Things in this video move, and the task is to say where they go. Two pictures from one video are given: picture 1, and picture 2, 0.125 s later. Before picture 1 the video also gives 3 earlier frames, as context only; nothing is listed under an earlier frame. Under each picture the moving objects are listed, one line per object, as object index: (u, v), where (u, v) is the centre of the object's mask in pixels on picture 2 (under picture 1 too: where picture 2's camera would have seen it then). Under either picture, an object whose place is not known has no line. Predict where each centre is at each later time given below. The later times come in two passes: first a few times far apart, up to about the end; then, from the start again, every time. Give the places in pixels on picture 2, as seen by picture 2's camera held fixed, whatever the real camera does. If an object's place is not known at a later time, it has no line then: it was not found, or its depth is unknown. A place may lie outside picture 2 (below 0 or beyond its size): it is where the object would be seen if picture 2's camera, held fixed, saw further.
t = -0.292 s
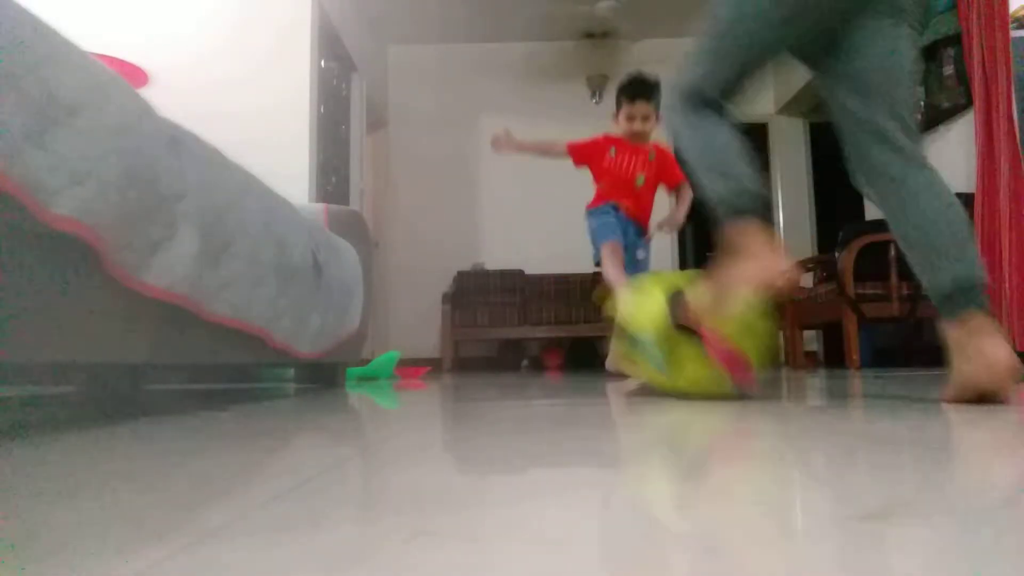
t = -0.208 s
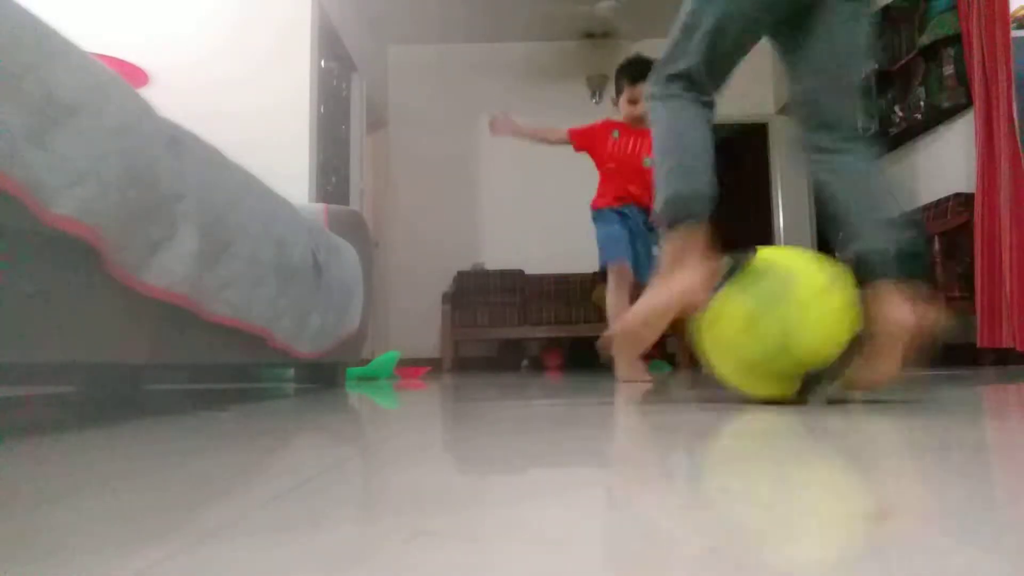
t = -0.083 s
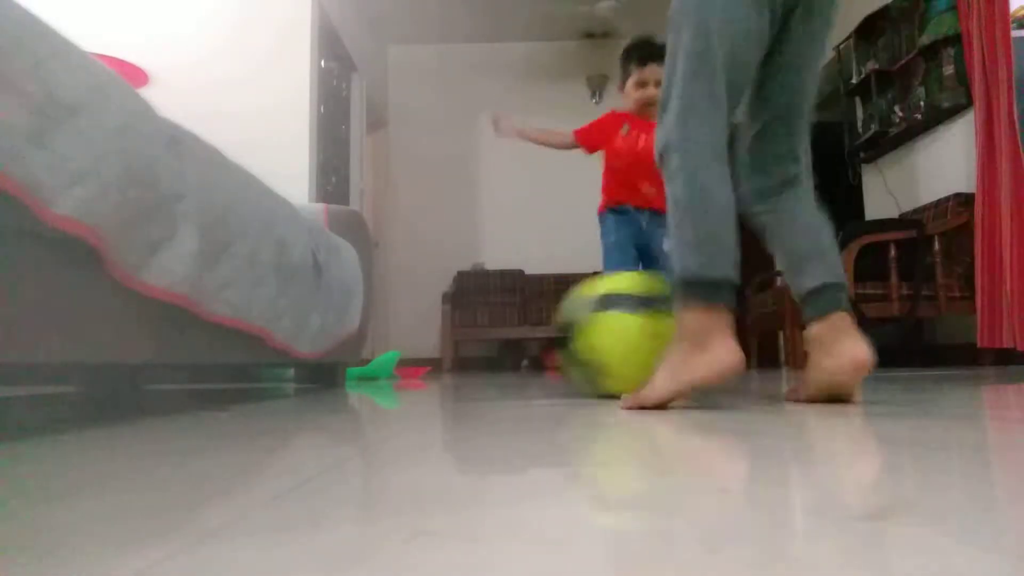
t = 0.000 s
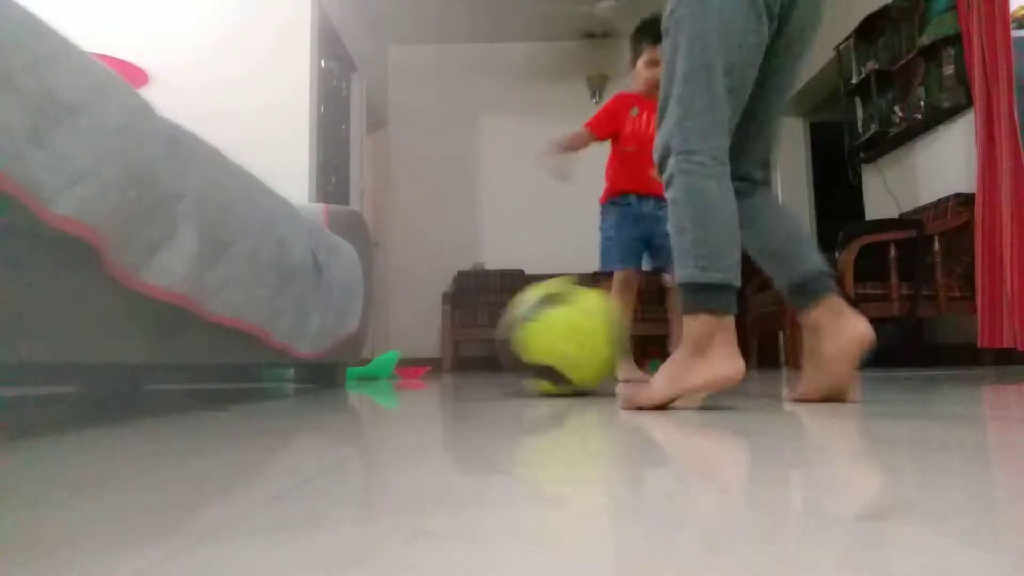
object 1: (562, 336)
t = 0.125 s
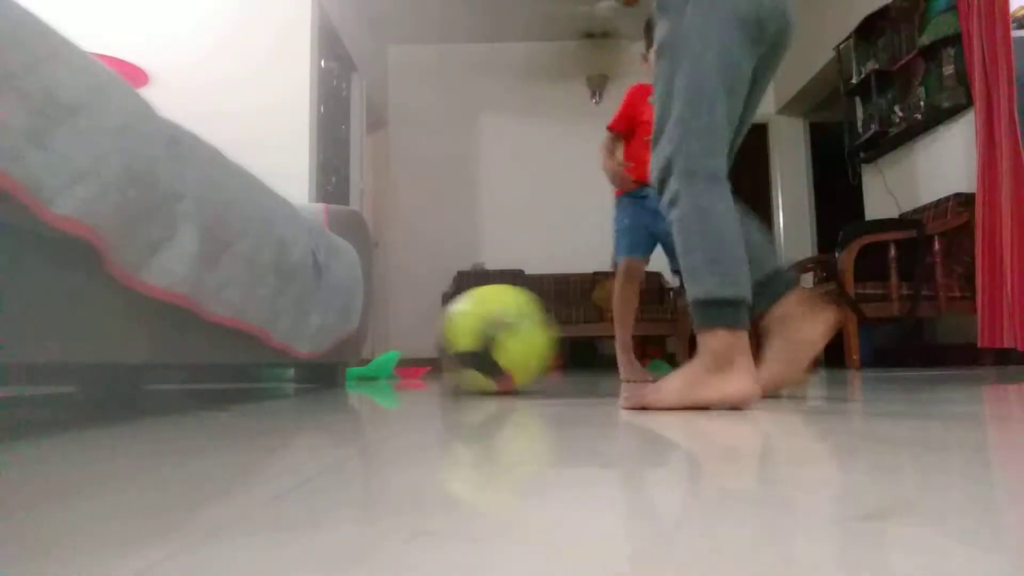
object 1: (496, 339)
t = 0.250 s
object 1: (440, 342)
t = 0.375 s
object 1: (392, 344)
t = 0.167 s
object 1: (477, 339)
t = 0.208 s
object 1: (459, 339)
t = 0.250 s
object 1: (440, 342)
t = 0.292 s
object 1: (423, 341)
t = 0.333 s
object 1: (407, 343)
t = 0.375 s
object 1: (392, 344)
